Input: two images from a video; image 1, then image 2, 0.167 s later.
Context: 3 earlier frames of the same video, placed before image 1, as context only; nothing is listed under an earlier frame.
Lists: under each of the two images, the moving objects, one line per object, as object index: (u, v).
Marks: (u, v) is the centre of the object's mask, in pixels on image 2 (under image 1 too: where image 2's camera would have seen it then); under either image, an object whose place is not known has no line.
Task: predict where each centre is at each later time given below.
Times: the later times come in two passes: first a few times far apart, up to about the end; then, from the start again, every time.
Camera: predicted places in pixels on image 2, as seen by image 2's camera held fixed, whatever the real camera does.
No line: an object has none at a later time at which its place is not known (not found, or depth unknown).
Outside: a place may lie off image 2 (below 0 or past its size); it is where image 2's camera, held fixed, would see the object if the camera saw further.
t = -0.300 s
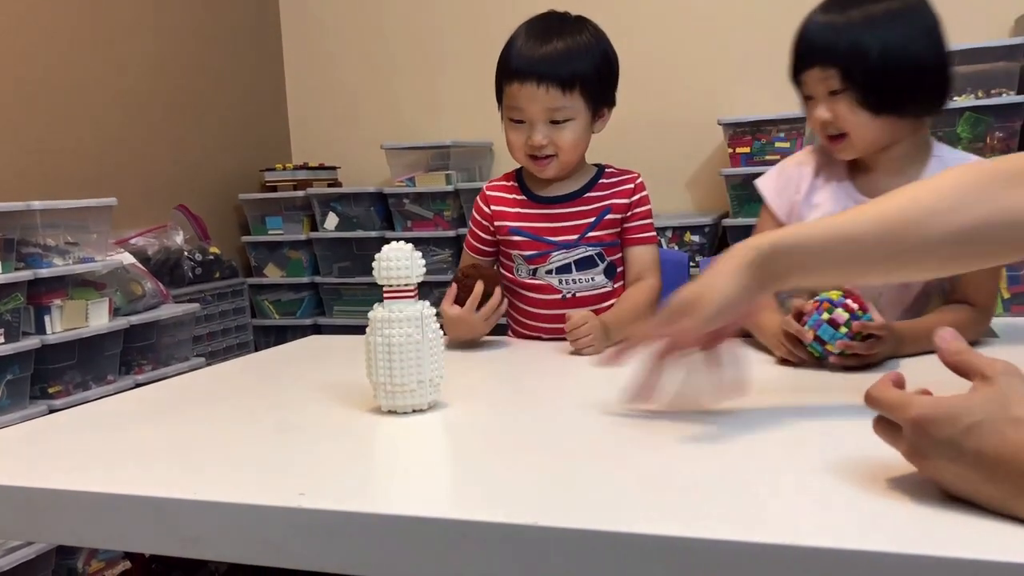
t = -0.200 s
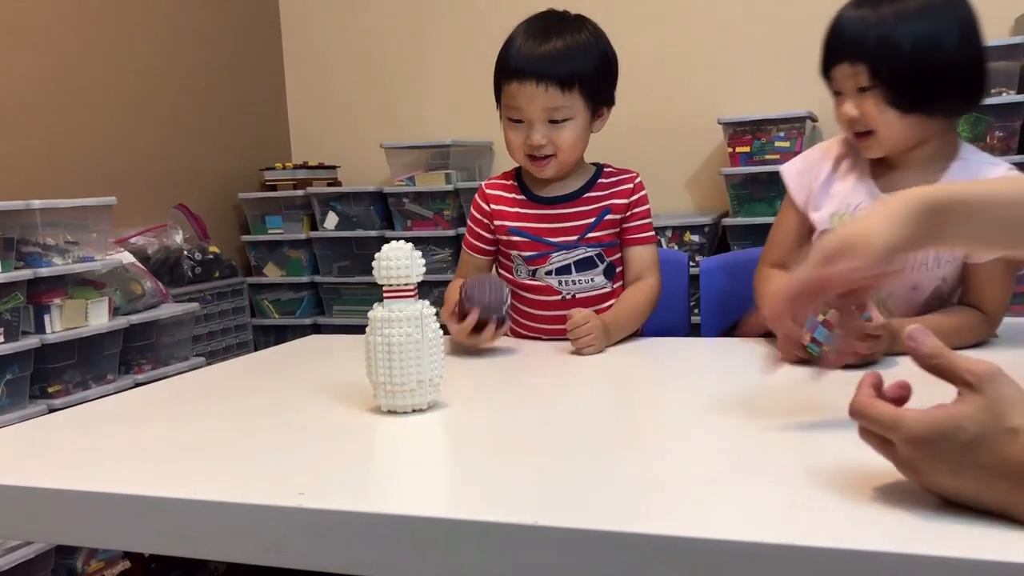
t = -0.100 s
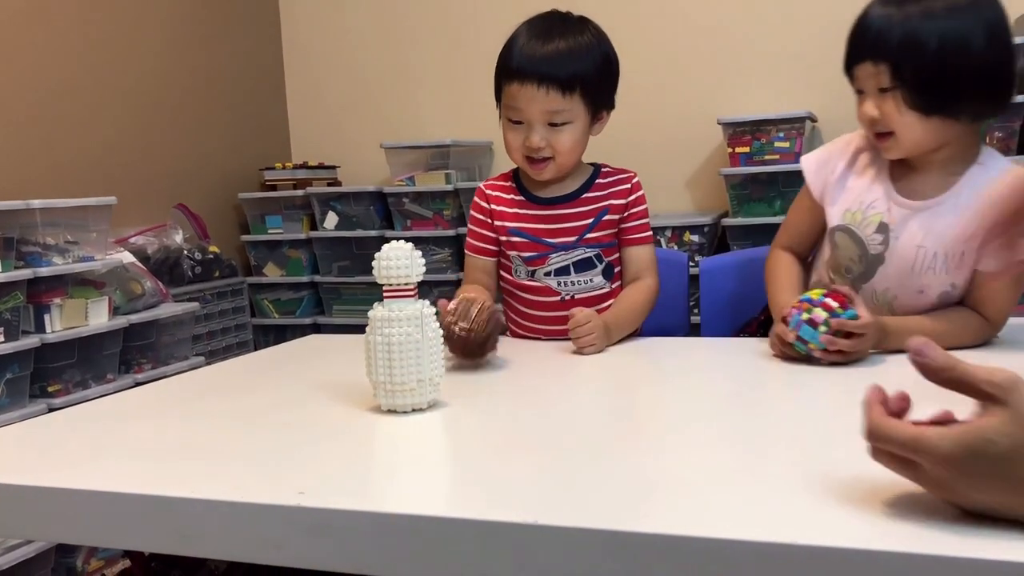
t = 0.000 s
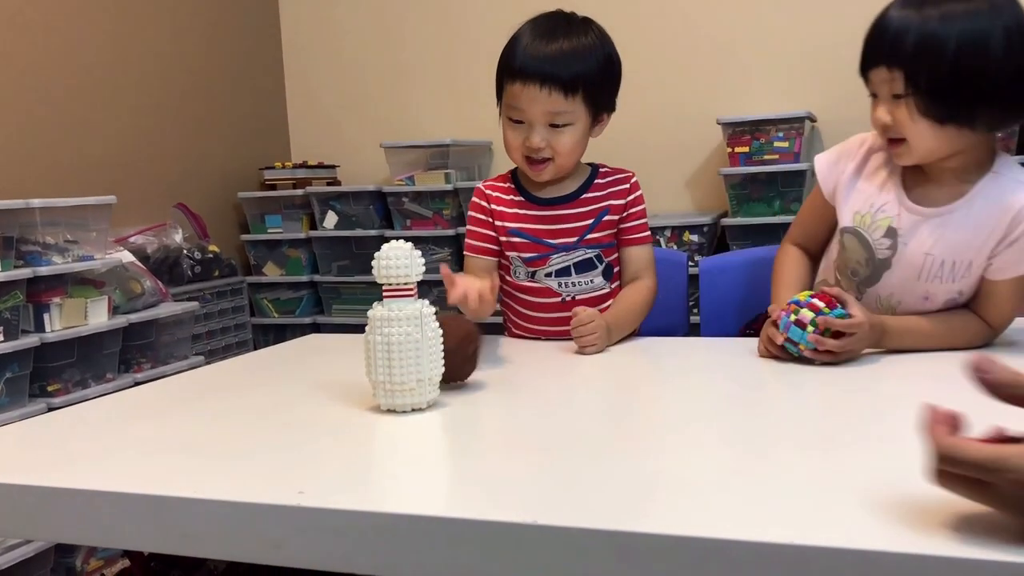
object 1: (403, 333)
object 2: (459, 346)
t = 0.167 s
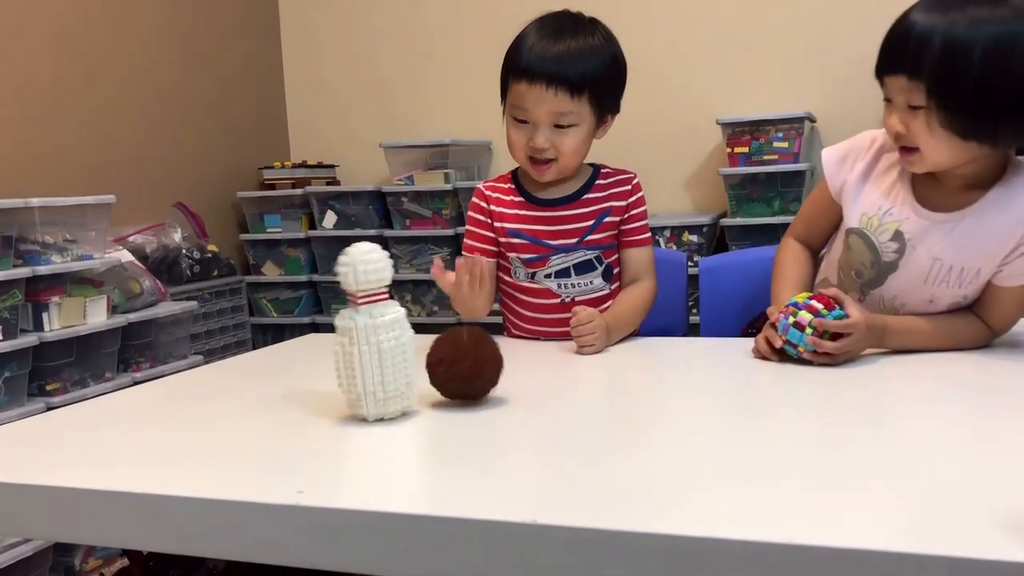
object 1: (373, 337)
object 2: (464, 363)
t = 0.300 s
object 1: (356, 341)
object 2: (478, 377)
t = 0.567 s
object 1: (308, 401)
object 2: (517, 402)
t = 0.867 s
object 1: (249, 431)
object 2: (565, 425)
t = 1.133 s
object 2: (589, 432)
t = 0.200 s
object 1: (368, 337)
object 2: (468, 369)
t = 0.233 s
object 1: (364, 339)
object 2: (471, 369)
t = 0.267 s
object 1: (361, 339)
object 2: (475, 373)
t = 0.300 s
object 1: (356, 341)
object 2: (478, 377)
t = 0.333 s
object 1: (352, 344)
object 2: (482, 378)
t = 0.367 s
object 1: (347, 350)
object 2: (487, 381)
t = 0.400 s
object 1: (341, 359)
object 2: (492, 385)
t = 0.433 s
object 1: (336, 377)
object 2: (495, 391)
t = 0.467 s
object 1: (330, 399)
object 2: (499, 397)
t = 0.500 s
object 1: (322, 394)
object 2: (505, 397)
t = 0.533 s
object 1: (315, 395)
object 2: (510, 399)
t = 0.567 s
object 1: (308, 401)
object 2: (517, 402)
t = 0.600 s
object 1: (301, 412)
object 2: (523, 405)
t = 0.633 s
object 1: (293, 412)
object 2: (529, 409)
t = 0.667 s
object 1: (285, 412)
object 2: (535, 414)
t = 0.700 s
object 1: (279, 418)
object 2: (541, 414)
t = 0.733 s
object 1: (274, 426)
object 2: (547, 417)
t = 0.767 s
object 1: (267, 426)
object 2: (552, 419)
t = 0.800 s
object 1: (260, 425)
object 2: (556, 422)
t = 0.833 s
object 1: (254, 428)
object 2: (561, 423)
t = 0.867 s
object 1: (249, 431)
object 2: (565, 425)
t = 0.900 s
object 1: (246, 433)
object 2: (570, 427)
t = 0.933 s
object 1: (243, 435)
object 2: (573, 428)
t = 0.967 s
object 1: (240, 435)
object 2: (576, 429)
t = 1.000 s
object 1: (238, 436)
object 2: (579, 430)
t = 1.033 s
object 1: (237, 438)
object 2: (583, 431)
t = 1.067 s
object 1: (236, 438)
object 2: (585, 432)
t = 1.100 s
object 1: (235, 439)
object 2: (587, 432)
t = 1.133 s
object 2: (589, 432)
